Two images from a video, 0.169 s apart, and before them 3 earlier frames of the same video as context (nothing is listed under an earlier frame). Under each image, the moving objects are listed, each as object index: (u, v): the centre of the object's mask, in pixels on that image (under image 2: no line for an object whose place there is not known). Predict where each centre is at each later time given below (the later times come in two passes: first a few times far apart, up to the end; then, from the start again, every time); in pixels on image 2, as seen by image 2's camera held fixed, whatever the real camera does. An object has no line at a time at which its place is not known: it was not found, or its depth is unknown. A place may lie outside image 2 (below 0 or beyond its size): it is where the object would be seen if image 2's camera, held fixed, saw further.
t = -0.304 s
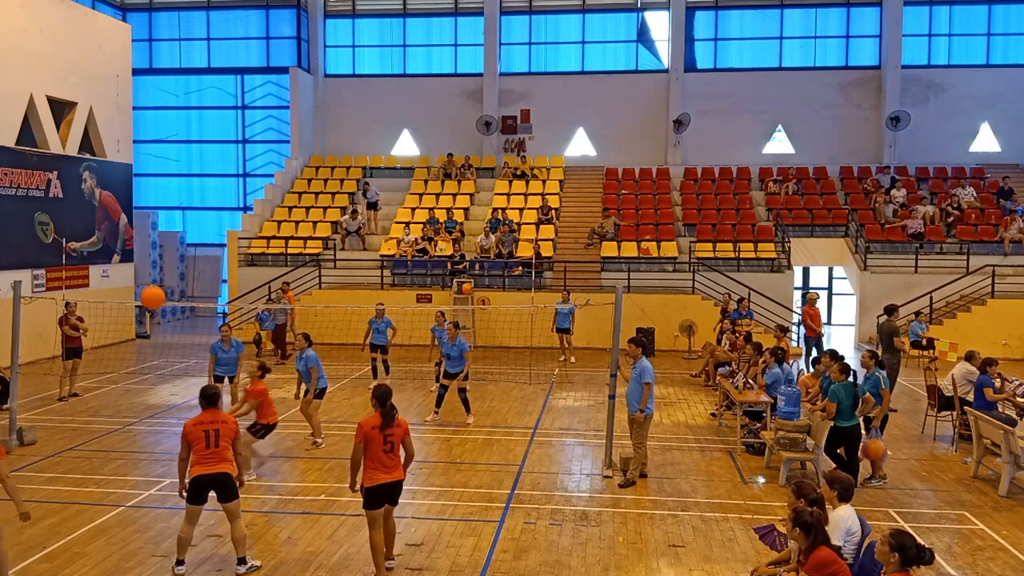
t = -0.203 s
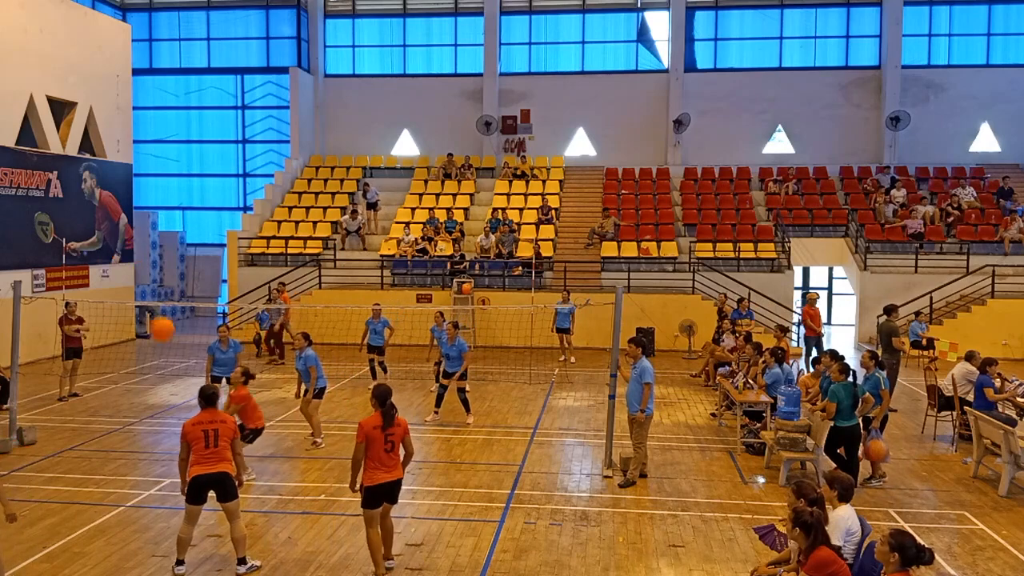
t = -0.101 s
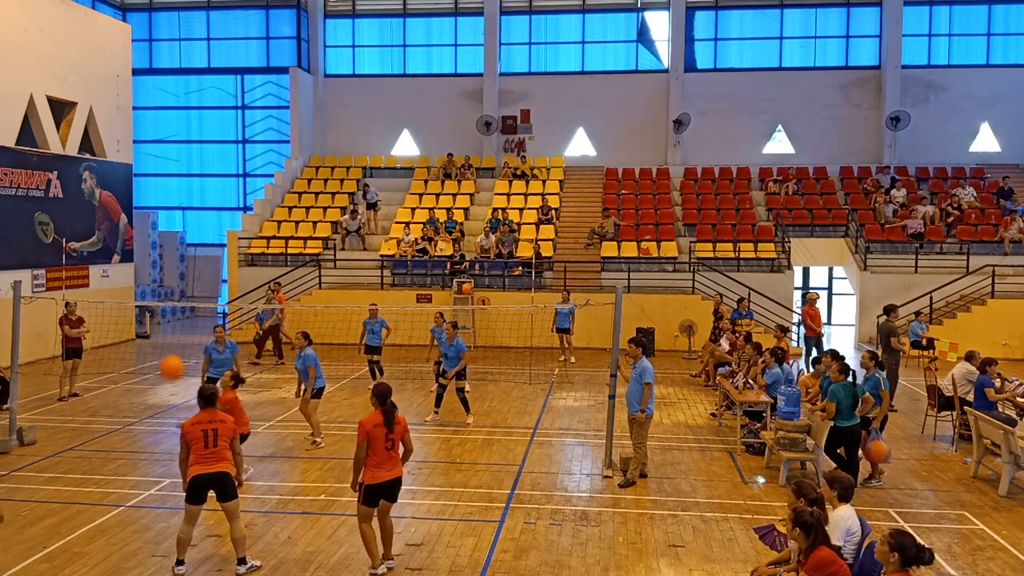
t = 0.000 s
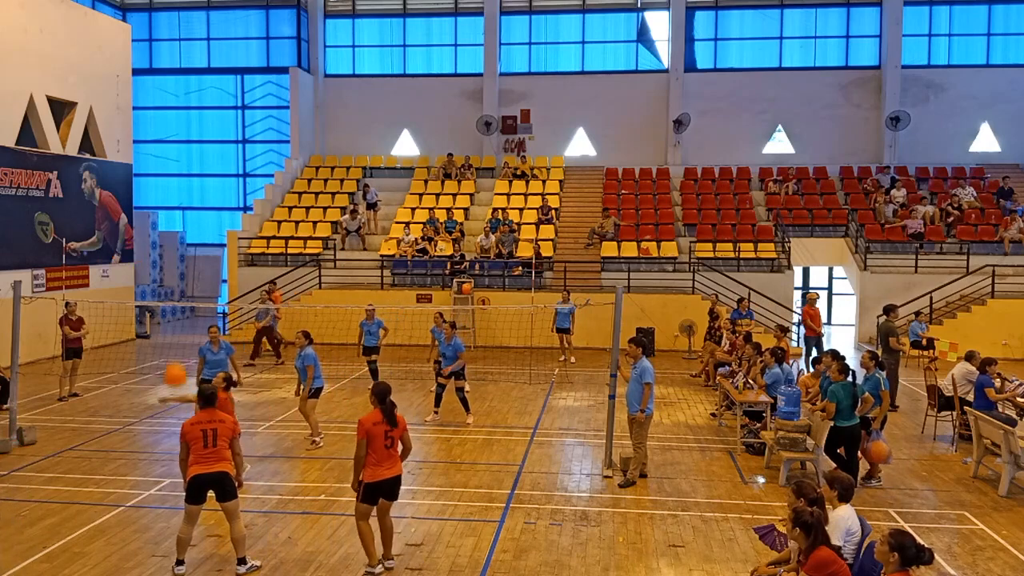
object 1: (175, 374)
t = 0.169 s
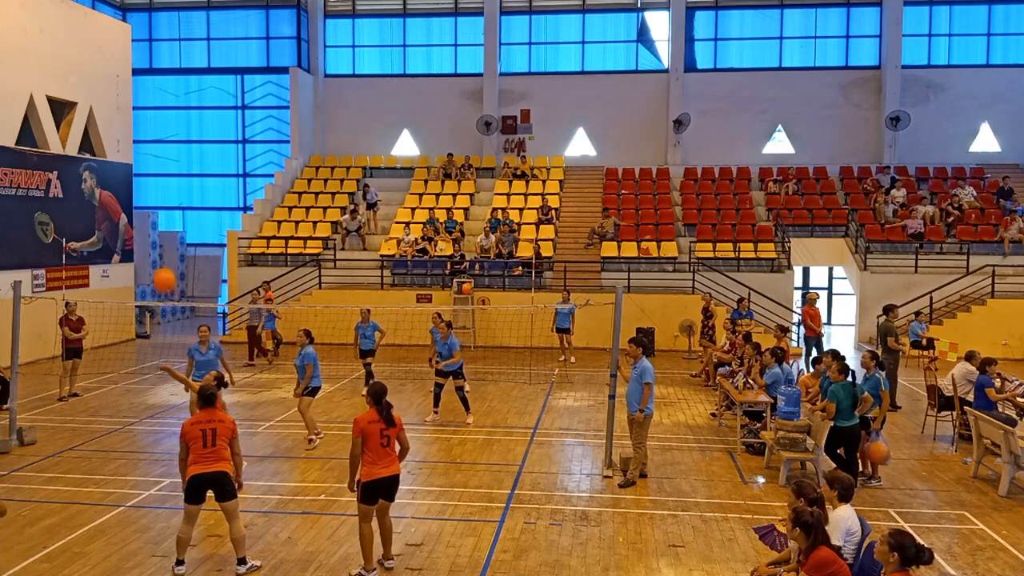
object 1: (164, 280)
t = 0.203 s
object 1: (162, 263)
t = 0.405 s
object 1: (149, 188)
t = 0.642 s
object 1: (133, 149)
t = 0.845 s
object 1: (122, 152)
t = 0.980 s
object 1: (116, 175)
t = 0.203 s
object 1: (162, 263)
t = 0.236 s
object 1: (160, 248)
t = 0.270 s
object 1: (157, 235)
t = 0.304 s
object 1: (154, 220)
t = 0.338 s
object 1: (152, 209)
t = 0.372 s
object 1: (151, 199)
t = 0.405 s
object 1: (149, 188)
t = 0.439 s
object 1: (146, 180)
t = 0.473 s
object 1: (144, 173)
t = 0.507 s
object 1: (142, 166)
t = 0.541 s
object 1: (140, 160)
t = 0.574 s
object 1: (138, 155)
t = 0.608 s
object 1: (135, 152)
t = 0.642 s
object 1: (133, 149)
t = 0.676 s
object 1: (131, 147)
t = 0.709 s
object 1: (129, 146)
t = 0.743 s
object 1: (128, 146)
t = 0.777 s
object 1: (126, 147)
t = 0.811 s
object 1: (124, 149)
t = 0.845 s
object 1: (122, 152)
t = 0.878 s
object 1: (120, 157)
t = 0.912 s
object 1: (119, 161)
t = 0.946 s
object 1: (117, 168)
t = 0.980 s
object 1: (116, 175)
